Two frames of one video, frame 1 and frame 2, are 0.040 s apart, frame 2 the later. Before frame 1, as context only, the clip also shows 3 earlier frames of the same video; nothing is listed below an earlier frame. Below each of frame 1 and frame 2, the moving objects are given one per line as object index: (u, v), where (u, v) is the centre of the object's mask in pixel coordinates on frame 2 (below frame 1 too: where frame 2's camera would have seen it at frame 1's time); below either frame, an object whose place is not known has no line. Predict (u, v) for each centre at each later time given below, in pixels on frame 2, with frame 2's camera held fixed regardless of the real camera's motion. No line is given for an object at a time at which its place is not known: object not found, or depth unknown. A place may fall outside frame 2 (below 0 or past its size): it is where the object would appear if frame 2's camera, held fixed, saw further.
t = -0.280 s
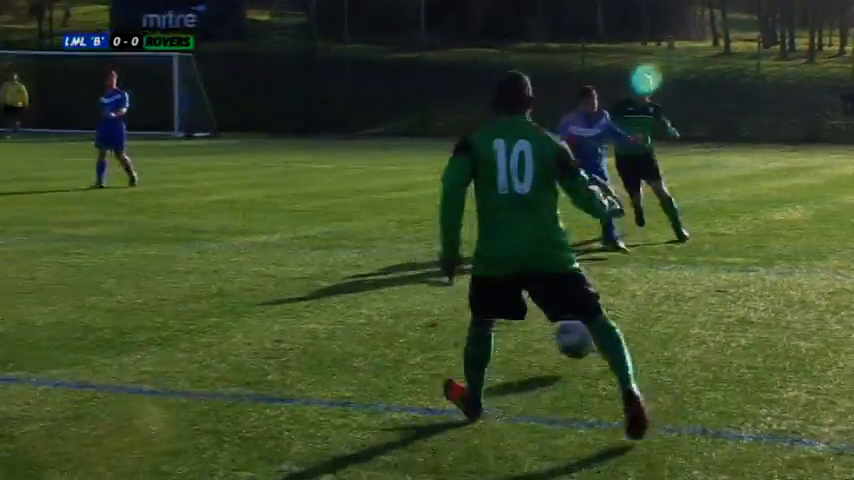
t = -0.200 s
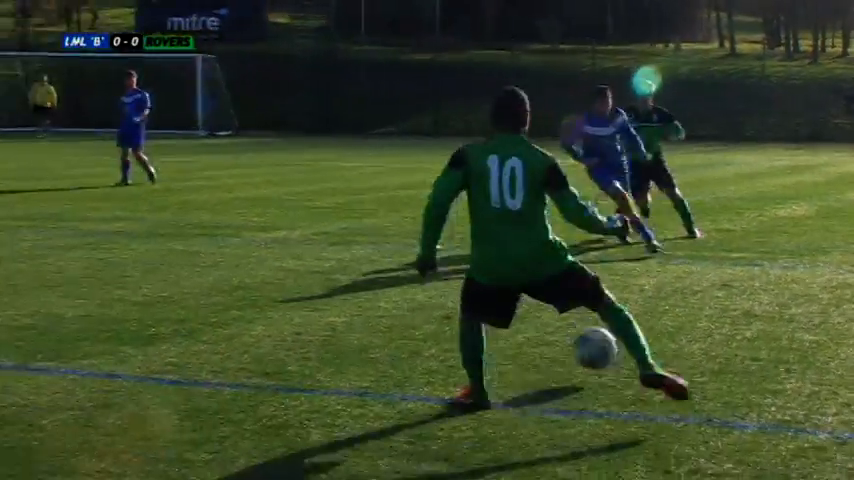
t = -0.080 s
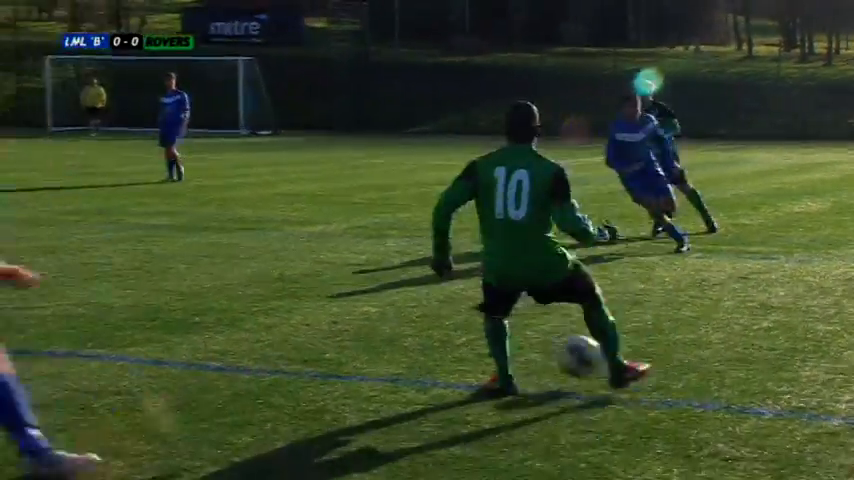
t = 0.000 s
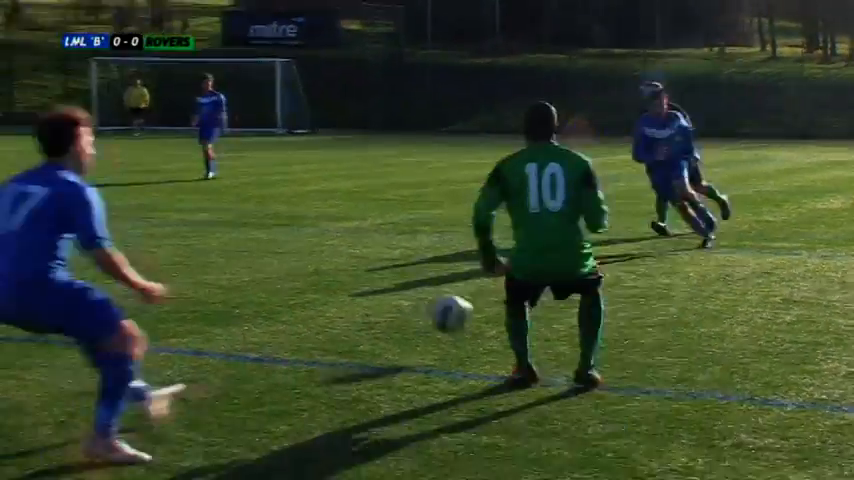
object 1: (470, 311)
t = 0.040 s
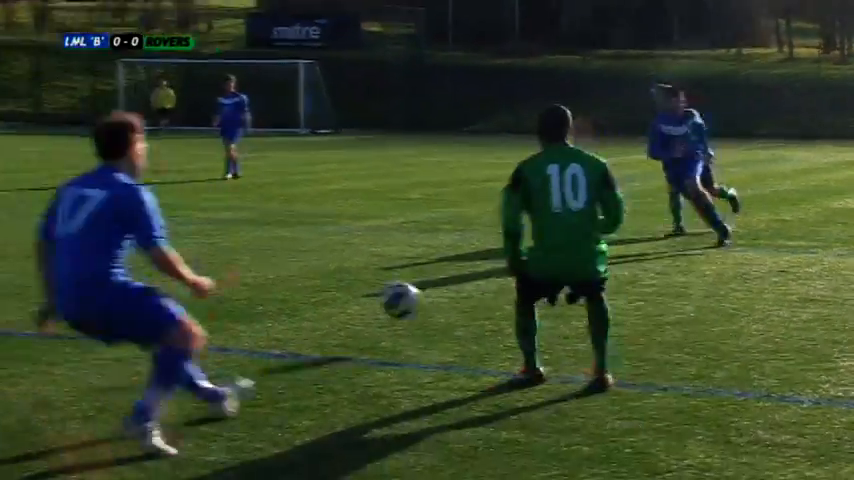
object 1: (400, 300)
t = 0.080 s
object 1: (336, 291)
